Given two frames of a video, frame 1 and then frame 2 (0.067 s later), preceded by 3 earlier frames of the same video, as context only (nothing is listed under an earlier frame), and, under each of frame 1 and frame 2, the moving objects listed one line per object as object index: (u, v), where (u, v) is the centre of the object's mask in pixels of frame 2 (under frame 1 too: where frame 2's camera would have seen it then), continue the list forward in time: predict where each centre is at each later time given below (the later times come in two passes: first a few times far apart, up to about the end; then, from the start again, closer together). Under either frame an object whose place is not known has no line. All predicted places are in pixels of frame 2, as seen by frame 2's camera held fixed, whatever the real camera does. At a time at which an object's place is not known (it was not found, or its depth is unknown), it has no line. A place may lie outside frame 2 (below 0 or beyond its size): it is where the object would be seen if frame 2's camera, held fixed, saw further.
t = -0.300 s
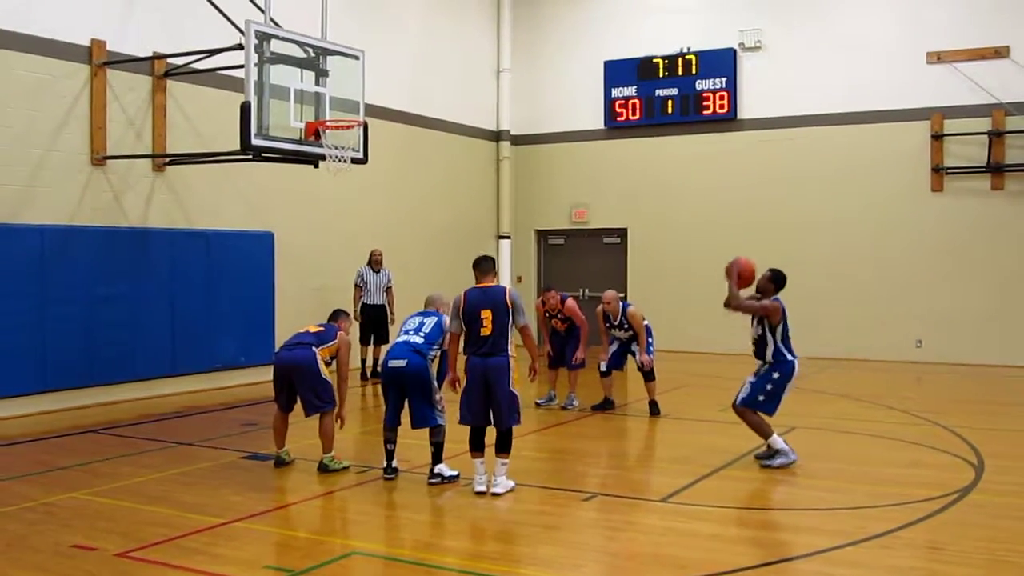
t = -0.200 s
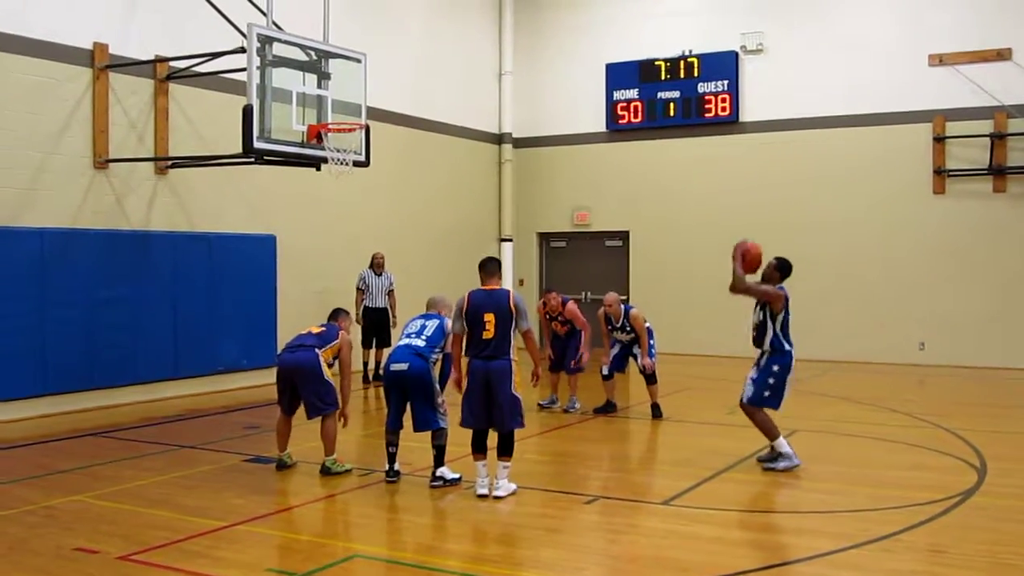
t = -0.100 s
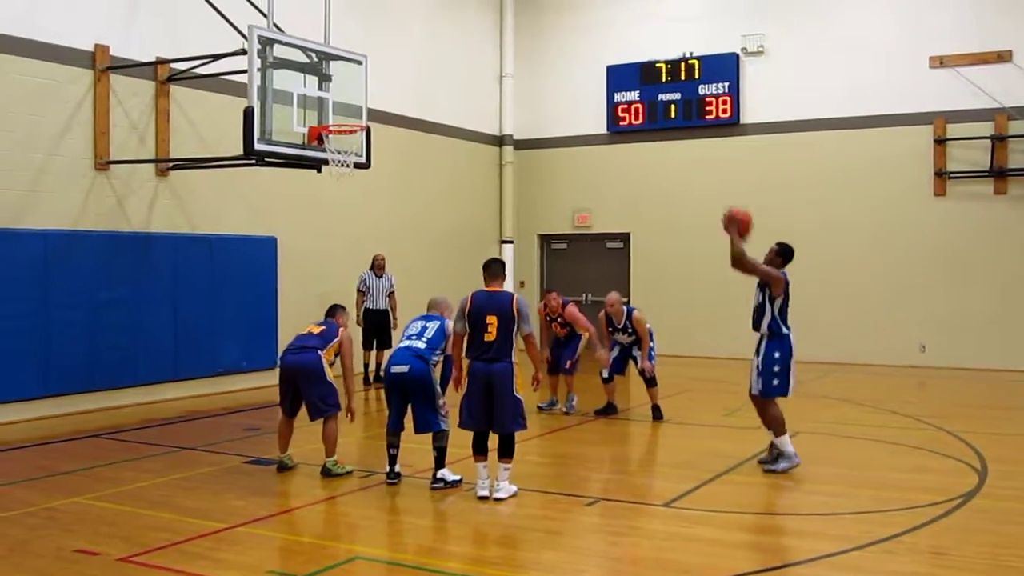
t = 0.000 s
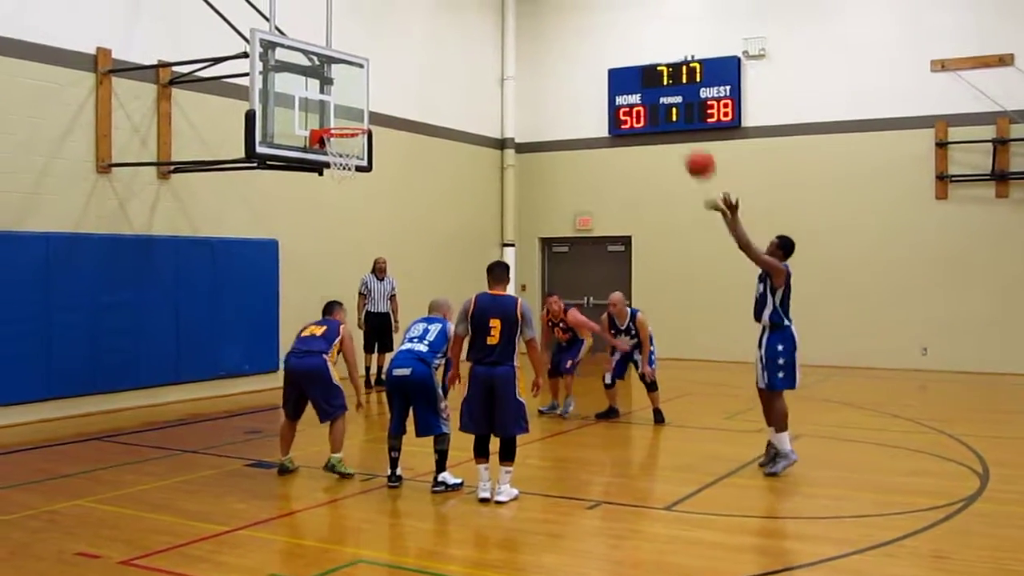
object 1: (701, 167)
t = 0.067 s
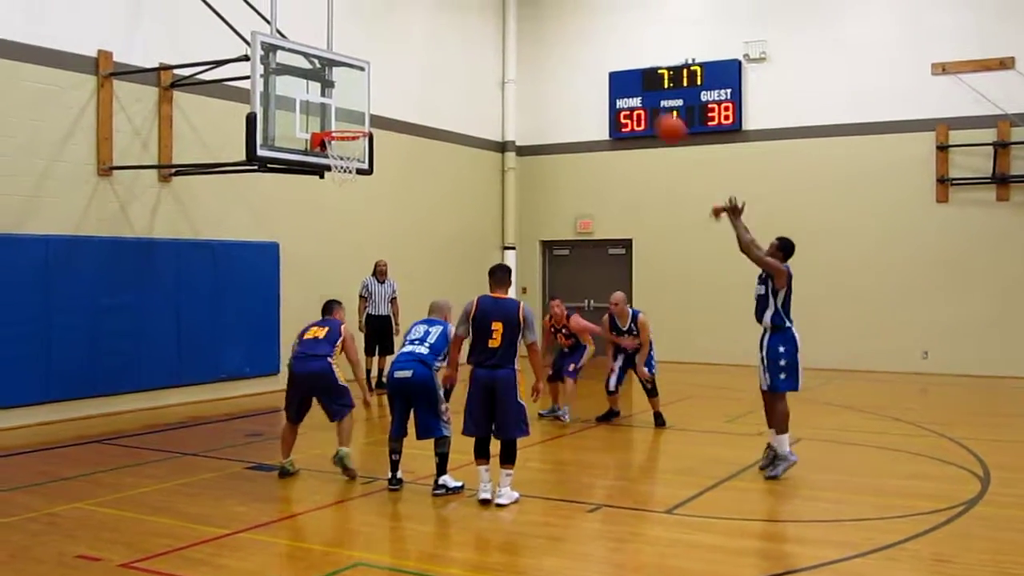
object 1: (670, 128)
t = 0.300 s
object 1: (572, 48)
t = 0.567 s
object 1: (475, 35)
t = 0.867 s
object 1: (383, 103)
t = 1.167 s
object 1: (365, 95)
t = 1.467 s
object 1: (355, 123)
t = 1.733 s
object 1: (344, 138)
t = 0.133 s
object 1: (641, 97)
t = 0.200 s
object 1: (612, 75)
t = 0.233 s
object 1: (599, 64)
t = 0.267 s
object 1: (585, 55)
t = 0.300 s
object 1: (572, 48)
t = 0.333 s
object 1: (559, 42)
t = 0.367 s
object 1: (547, 38)
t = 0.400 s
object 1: (534, 35)
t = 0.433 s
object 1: (522, 32)
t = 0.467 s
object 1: (510, 32)
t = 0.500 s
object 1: (498, 32)
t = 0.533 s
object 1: (487, 33)
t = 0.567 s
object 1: (475, 35)
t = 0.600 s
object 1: (464, 39)
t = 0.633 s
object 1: (453, 43)
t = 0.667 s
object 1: (442, 49)
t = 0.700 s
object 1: (432, 56)
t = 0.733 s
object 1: (422, 63)
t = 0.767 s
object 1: (412, 72)
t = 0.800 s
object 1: (402, 82)
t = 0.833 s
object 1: (392, 92)
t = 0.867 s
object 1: (383, 103)
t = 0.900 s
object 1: (373, 116)
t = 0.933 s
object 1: (369, 120)
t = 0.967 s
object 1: (368, 114)
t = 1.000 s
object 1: (367, 108)
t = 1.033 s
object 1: (366, 103)
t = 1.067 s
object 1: (366, 99)
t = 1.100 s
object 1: (365, 97)
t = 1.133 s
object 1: (365, 95)
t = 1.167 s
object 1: (365, 95)
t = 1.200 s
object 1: (365, 95)
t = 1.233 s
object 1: (364, 97)
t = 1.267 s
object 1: (364, 99)
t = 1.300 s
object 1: (363, 103)
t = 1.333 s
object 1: (363, 108)
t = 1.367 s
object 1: (362, 114)
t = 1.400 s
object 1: (362, 120)
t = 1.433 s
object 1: (359, 124)
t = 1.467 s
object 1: (355, 123)
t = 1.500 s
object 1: (350, 123)
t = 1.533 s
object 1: (345, 127)
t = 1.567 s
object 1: (340, 130)
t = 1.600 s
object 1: (336, 133)
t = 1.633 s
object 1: (339, 133)
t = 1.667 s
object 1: (340, 133)
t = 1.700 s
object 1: (342, 135)
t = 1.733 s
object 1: (344, 138)
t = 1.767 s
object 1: (346, 142)
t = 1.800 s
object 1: (348, 144)
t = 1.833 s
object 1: (352, 148)
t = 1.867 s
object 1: (353, 154)
